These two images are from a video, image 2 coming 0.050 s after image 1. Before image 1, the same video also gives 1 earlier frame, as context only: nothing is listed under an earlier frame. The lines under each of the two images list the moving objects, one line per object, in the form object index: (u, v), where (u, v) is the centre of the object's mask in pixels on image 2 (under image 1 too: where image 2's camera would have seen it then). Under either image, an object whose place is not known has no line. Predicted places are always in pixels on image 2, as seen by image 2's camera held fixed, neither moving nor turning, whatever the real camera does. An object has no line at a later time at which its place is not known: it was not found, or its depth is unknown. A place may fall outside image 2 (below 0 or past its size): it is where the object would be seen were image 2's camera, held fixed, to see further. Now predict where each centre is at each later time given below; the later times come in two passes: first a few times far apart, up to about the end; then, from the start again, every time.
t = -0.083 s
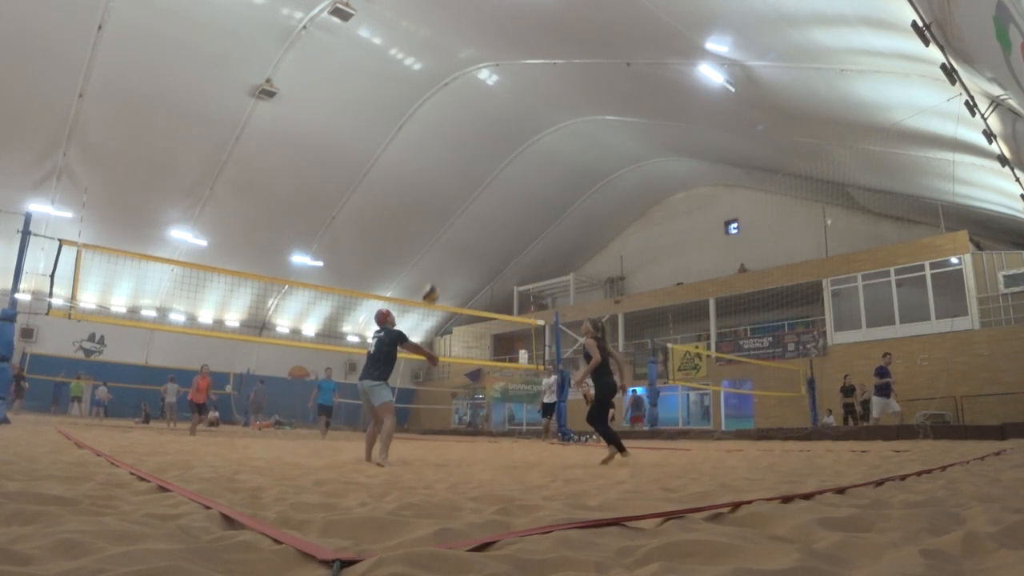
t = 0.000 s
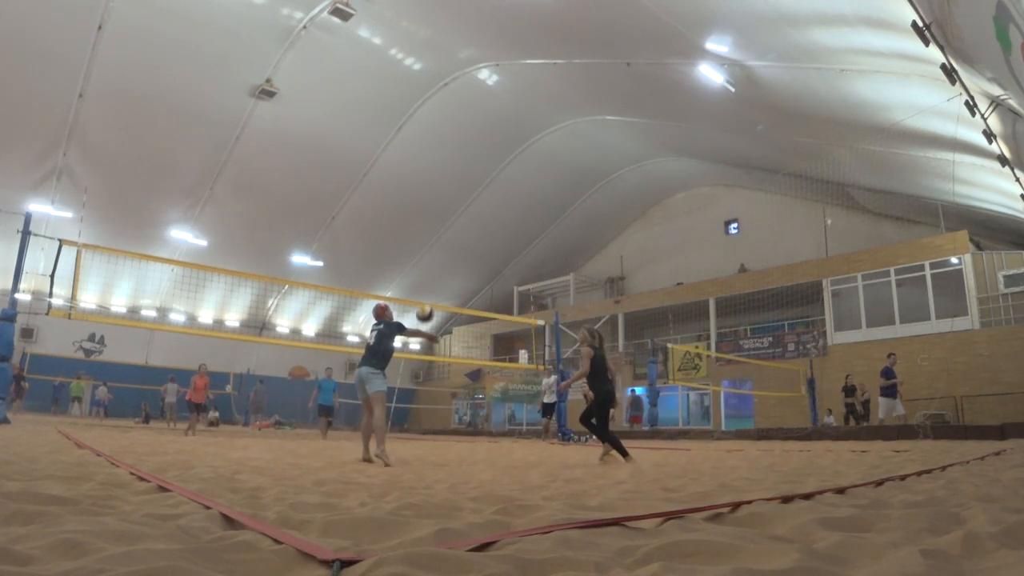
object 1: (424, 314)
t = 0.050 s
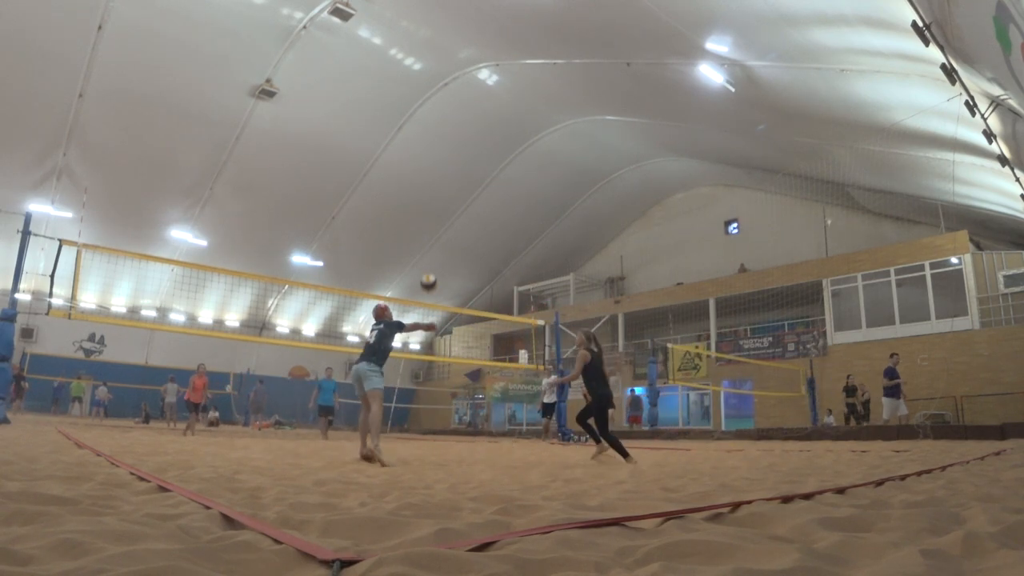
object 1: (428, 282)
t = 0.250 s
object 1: (440, 192)
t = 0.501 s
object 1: (450, 136)
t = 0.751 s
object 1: (458, 128)
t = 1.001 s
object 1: (463, 155)
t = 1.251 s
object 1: (468, 217)
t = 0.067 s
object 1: (429, 272)
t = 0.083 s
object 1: (431, 264)
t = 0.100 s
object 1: (432, 255)
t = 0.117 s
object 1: (433, 246)
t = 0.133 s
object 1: (434, 239)
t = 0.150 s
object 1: (435, 231)
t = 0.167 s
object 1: (435, 224)
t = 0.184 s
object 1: (436, 217)
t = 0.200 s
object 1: (437, 211)
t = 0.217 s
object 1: (438, 204)
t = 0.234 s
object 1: (439, 198)
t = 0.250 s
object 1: (440, 192)
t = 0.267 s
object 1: (440, 187)
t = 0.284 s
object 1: (441, 181)
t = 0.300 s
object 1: (442, 176)
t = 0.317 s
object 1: (443, 172)
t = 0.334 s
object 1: (443, 167)
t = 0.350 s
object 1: (444, 163)
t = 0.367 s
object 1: (445, 159)
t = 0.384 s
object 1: (446, 155)
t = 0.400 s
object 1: (446, 152)
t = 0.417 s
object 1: (447, 149)
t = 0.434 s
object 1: (447, 146)
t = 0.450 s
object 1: (448, 143)
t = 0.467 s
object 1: (449, 140)
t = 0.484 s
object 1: (450, 138)
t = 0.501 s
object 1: (450, 136)
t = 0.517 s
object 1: (451, 134)
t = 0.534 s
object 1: (451, 133)
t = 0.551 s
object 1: (452, 131)
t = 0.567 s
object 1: (452, 130)
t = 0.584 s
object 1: (453, 129)
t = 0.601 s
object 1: (454, 128)
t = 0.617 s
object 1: (454, 127)
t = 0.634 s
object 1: (455, 127)
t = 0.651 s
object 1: (455, 126)
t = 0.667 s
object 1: (456, 126)
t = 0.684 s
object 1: (456, 126)
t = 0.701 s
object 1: (457, 126)
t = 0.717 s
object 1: (457, 126)
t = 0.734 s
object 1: (457, 127)
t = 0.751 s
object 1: (458, 128)
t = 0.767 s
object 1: (459, 128)
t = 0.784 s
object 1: (459, 129)
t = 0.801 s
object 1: (459, 130)
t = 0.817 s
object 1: (460, 132)
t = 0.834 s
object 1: (460, 133)
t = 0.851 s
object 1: (460, 135)
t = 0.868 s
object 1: (461, 136)
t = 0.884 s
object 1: (461, 138)
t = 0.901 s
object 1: (462, 140)
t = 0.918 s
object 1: (462, 143)
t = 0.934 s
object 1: (462, 145)
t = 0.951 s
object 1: (462, 147)
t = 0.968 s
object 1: (463, 150)
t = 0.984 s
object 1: (463, 153)
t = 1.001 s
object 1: (463, 155)
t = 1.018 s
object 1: (464, 159)
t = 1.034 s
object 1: (464, 162)
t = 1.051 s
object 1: (464, 165)
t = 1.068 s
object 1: (464, 169)
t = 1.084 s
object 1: (465, 172)
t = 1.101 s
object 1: (465, 176)
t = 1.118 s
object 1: (465, 180)
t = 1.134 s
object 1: (465, 184)
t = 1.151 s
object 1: (466, 188)
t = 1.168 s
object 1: (466, 192)
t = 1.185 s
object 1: (466, 197)
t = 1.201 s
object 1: (467, 201)
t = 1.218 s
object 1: (467, 207)
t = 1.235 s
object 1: (467, 213)
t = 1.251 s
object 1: (468, 217)
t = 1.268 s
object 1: (468, 222)
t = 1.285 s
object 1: (468, 228)
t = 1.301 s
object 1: (468, 234)
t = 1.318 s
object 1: (468, 240)
